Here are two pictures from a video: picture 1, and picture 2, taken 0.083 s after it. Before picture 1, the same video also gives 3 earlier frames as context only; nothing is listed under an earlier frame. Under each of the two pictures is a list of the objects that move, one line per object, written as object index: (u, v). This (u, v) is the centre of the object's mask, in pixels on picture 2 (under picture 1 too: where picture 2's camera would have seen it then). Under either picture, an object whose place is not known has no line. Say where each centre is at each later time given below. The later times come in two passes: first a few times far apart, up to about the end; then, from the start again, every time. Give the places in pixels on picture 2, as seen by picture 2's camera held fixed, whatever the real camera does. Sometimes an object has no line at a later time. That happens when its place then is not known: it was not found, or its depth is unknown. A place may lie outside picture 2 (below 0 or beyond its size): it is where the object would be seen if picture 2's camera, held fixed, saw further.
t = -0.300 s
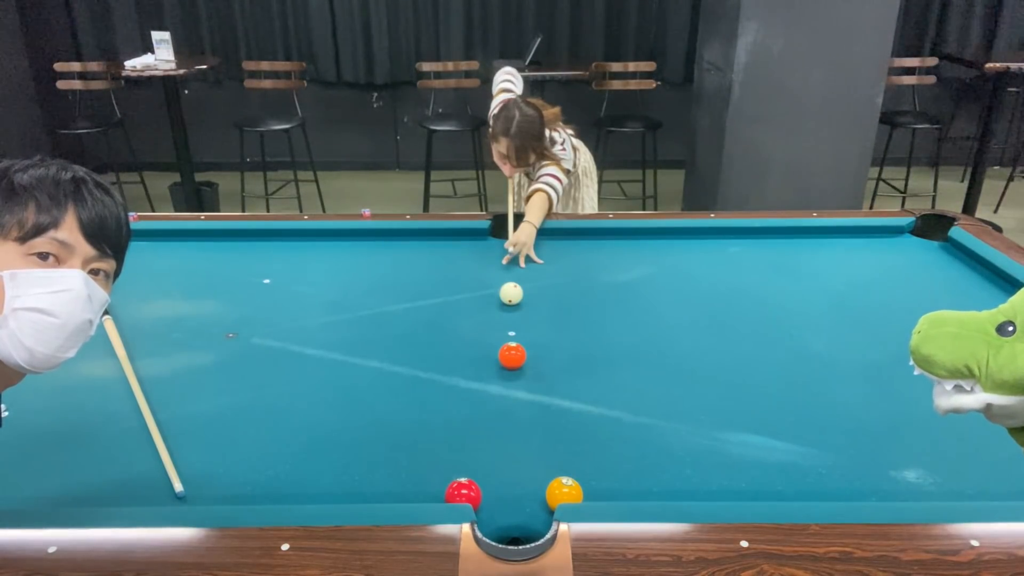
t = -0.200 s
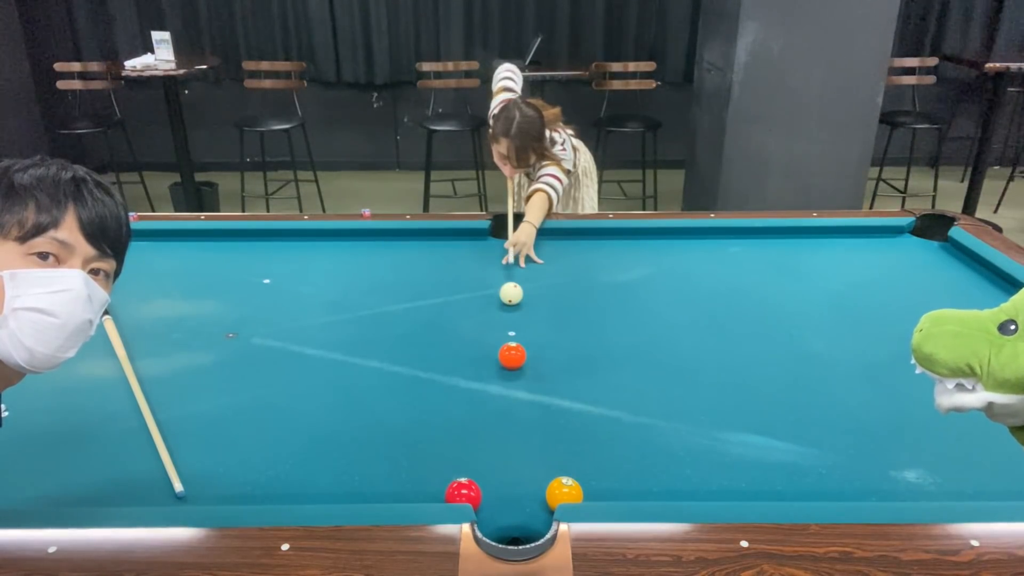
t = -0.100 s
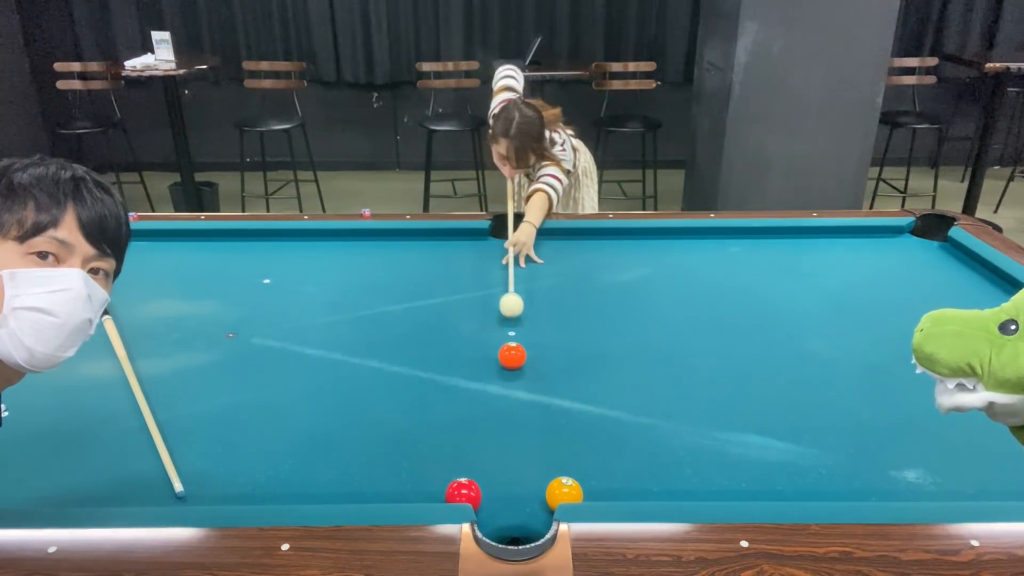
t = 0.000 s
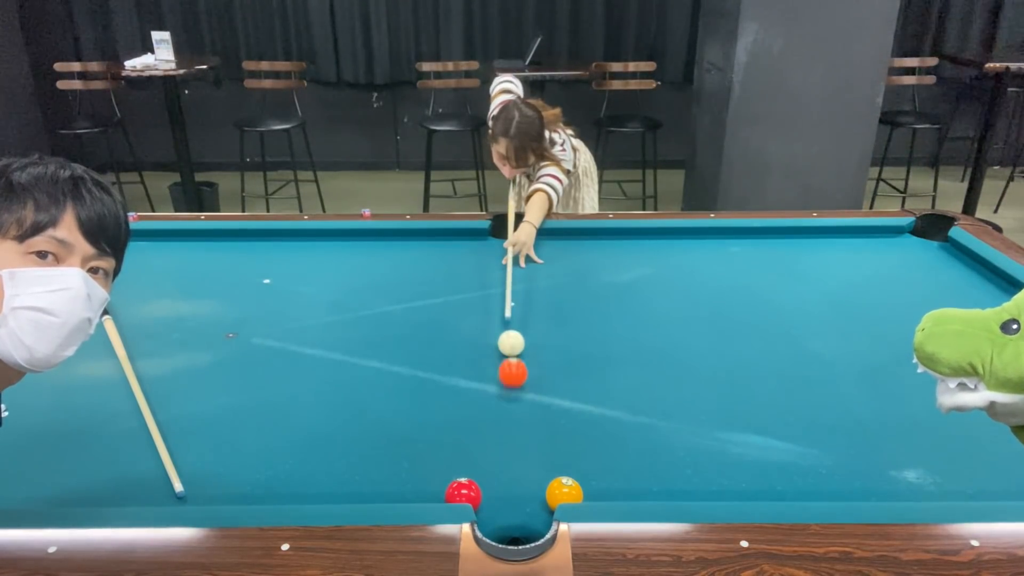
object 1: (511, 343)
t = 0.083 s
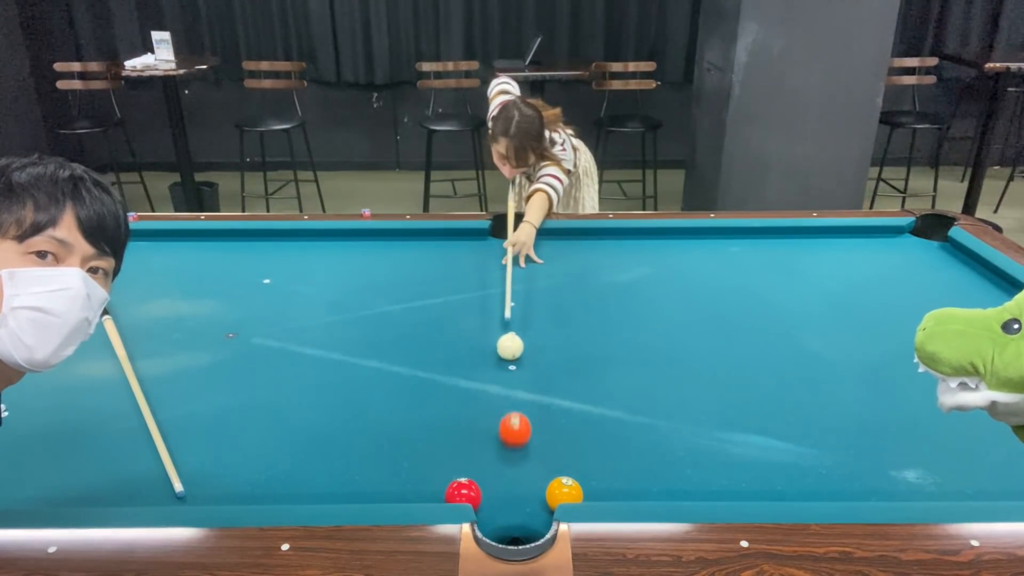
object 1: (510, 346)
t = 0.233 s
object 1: (508, 363)
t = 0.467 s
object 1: (504, 397)
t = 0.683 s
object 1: (501, 433)
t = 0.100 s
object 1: (510, 347)
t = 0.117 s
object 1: (509, 349)
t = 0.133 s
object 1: (509, 351)
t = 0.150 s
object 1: (509, 352)
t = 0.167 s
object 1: (509, 354)
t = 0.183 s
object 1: (508, 356)
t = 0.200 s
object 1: (508, 358)
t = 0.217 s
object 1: (508, 360)
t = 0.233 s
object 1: (508, 363)
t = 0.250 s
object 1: (508, 365)
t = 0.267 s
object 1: (507, 367)
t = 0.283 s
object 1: (507, 370)
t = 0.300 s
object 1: (507, 372)
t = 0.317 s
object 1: (507, 374)
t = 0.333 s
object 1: (506, 377)
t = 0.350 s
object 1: (506, 379)
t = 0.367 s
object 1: (506, 381)
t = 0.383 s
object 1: (505, 384)
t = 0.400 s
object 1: (505, 387)
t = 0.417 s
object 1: (505, 389)
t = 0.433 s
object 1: (505, 392)
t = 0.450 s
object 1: (505, 394)
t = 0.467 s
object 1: (504, 397)
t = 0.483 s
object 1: (504, 400)
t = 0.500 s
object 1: (504, 402)
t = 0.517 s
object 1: (503, 405)
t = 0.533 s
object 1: (503, 408)
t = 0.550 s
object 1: (503, 411)
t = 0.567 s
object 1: (503, 413)
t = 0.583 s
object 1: (503, 416)
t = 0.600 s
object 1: (502, 419)
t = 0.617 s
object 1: (502, 422)
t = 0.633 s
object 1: (502, 425)
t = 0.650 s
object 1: (502, 427)
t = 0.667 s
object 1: (501, 430)
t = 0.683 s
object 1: (501, 433)
